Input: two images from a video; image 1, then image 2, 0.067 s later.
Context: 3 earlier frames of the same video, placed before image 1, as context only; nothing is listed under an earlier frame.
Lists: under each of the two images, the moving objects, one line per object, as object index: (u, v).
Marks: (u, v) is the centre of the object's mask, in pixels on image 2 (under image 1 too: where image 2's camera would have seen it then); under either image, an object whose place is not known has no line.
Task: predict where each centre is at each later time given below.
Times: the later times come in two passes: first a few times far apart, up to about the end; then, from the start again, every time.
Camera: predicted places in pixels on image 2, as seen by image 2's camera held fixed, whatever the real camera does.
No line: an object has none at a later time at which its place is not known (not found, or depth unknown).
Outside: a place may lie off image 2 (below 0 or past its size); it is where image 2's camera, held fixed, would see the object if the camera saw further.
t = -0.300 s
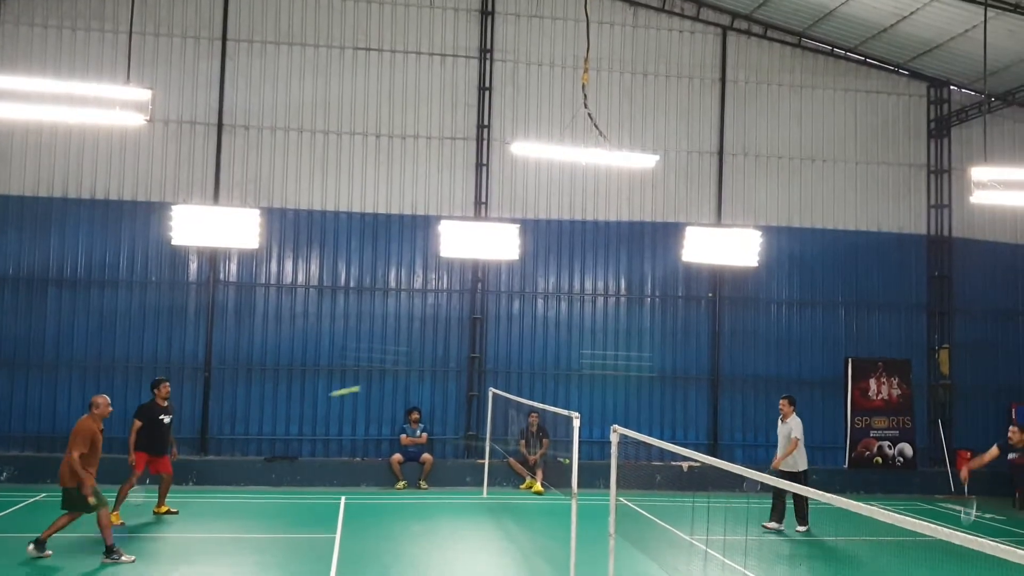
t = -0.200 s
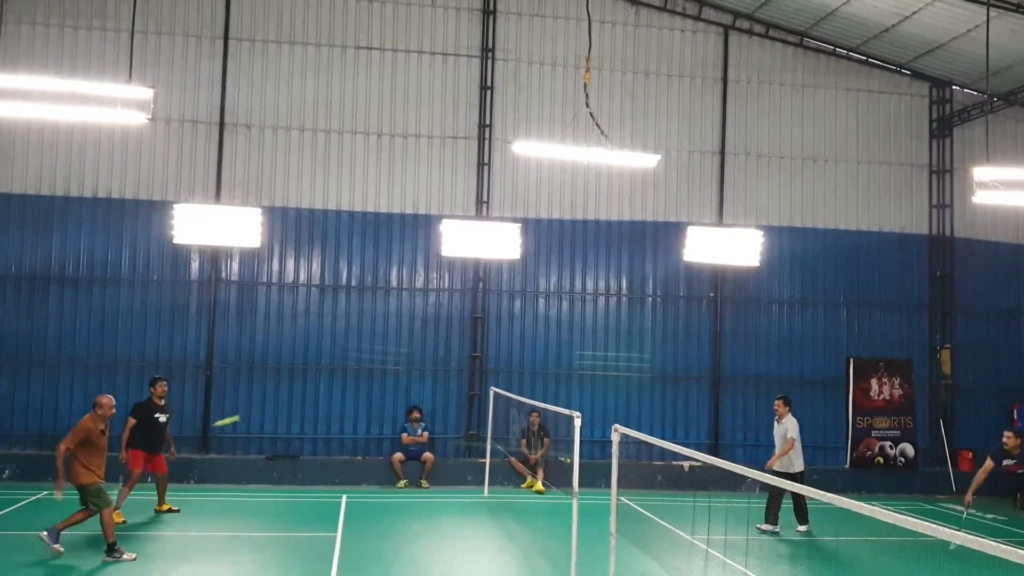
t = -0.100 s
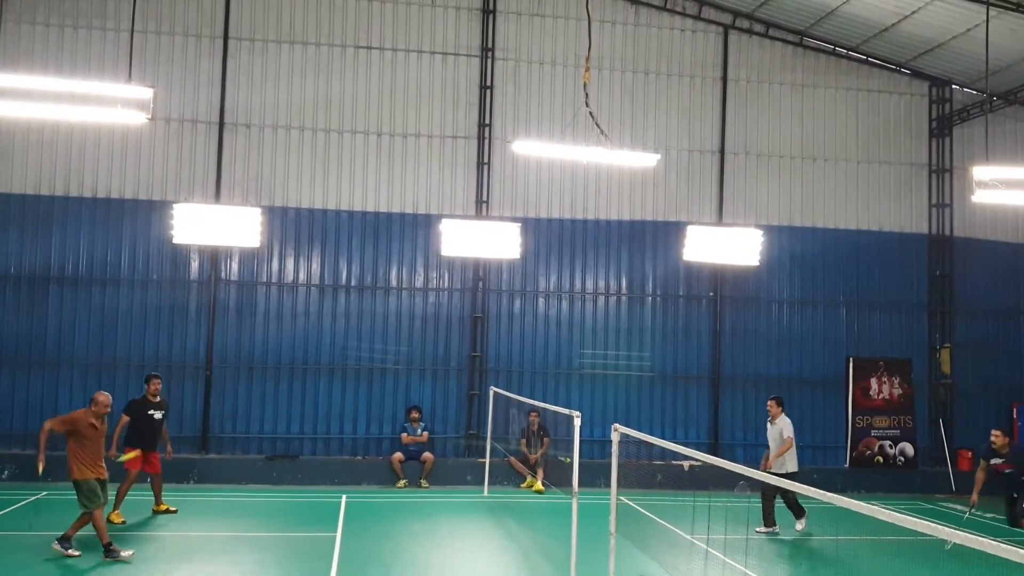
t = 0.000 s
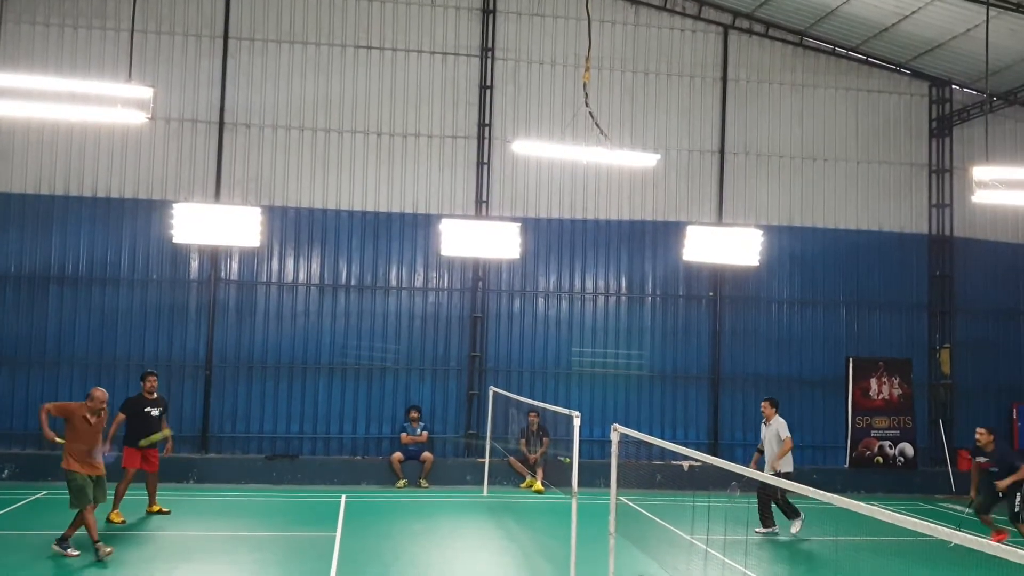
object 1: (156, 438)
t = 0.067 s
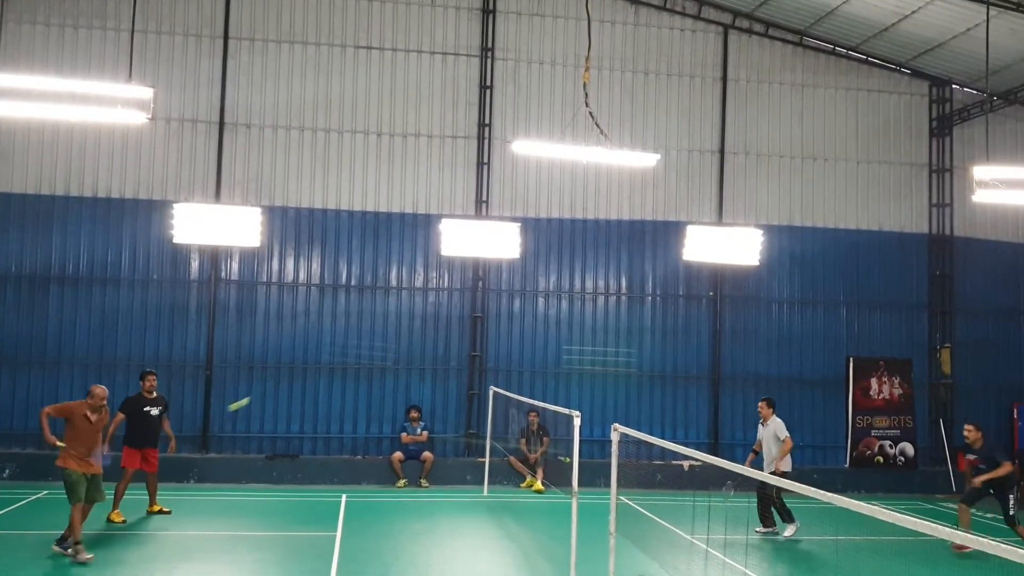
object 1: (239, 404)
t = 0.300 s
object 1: (407, 347)
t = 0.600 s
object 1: (518, 359)
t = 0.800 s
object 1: (565, 397)
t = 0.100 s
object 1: (270, 389)
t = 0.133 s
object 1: (300, 377)
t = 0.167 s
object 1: (326, 368)
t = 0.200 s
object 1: (349, 361)
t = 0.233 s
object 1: (370, 355)
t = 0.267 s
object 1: (390, 350)
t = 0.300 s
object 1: (407, 347)
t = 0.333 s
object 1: (423, 345)
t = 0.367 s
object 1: (439, 344)
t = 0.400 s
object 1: (452, 344)
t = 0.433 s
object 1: (465, 345)
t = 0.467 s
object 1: (477, 347)
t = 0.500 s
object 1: (488, 348)
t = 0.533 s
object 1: (499, 351)
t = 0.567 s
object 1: (509, 355)
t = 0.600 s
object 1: (518, 359)
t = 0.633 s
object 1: (527, 364)
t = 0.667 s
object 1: (536, 370)
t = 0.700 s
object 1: (544, 376)
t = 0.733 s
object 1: (551, 382)
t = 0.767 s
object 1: (559, 389)
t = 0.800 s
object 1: (565, 397)
